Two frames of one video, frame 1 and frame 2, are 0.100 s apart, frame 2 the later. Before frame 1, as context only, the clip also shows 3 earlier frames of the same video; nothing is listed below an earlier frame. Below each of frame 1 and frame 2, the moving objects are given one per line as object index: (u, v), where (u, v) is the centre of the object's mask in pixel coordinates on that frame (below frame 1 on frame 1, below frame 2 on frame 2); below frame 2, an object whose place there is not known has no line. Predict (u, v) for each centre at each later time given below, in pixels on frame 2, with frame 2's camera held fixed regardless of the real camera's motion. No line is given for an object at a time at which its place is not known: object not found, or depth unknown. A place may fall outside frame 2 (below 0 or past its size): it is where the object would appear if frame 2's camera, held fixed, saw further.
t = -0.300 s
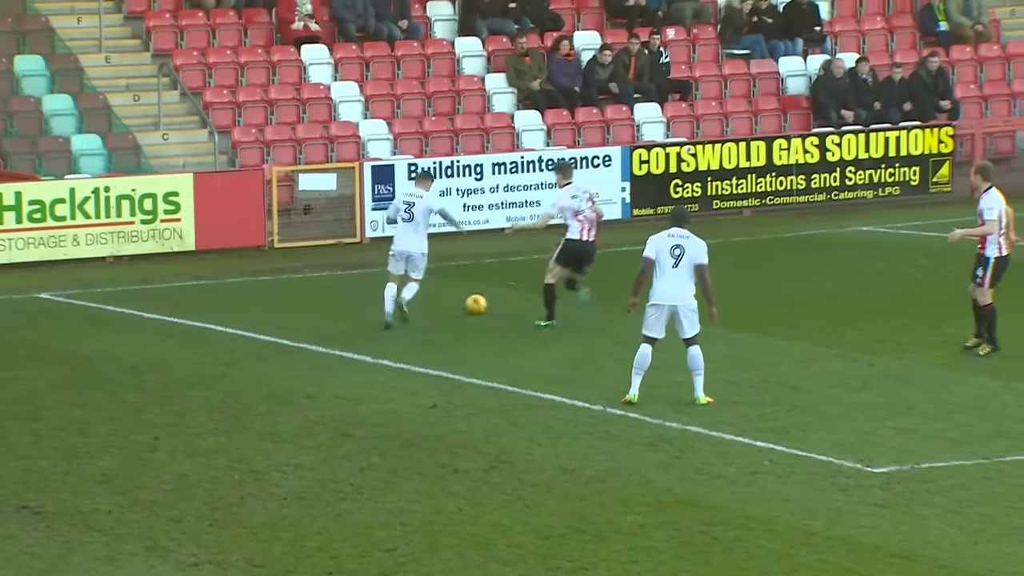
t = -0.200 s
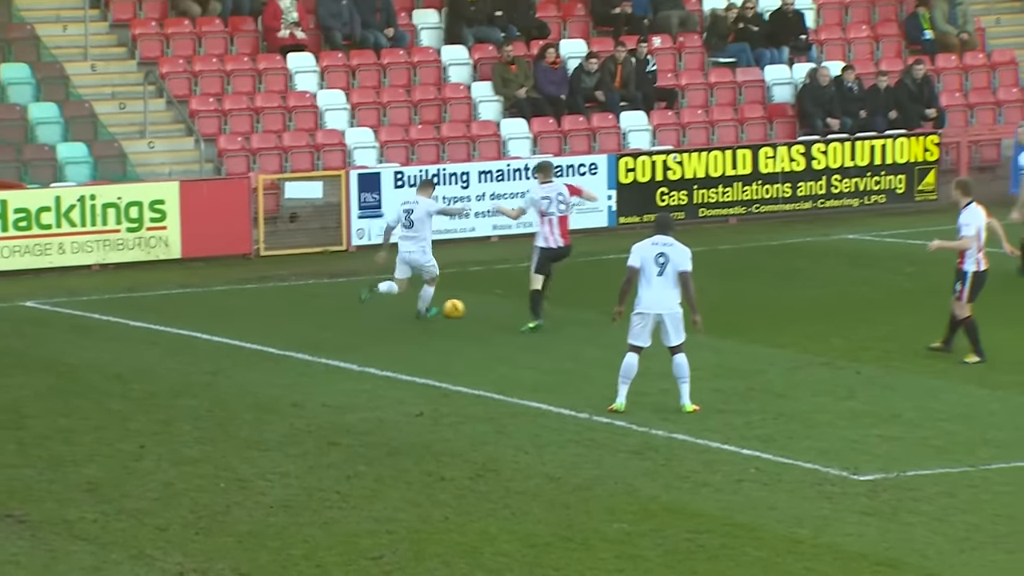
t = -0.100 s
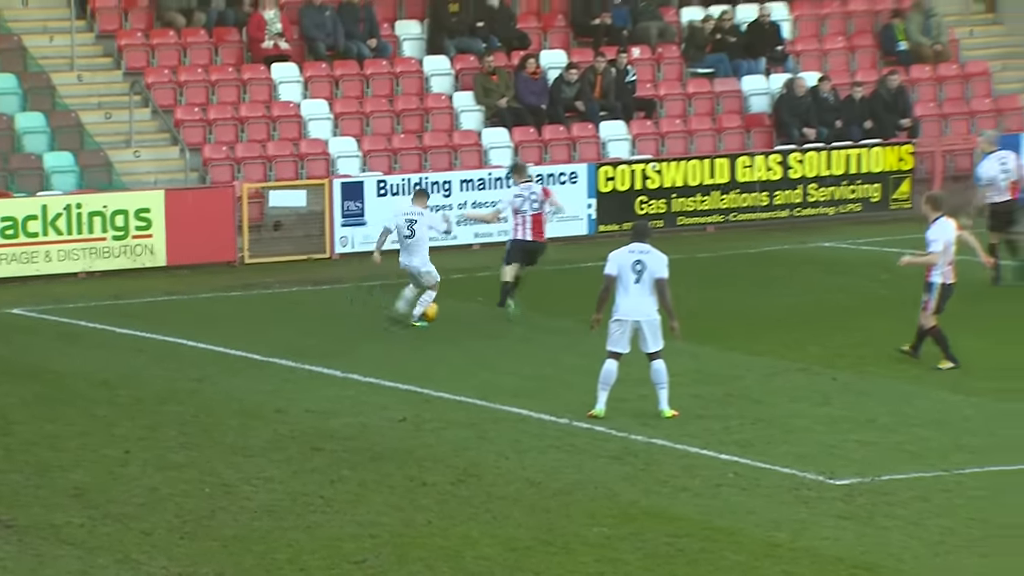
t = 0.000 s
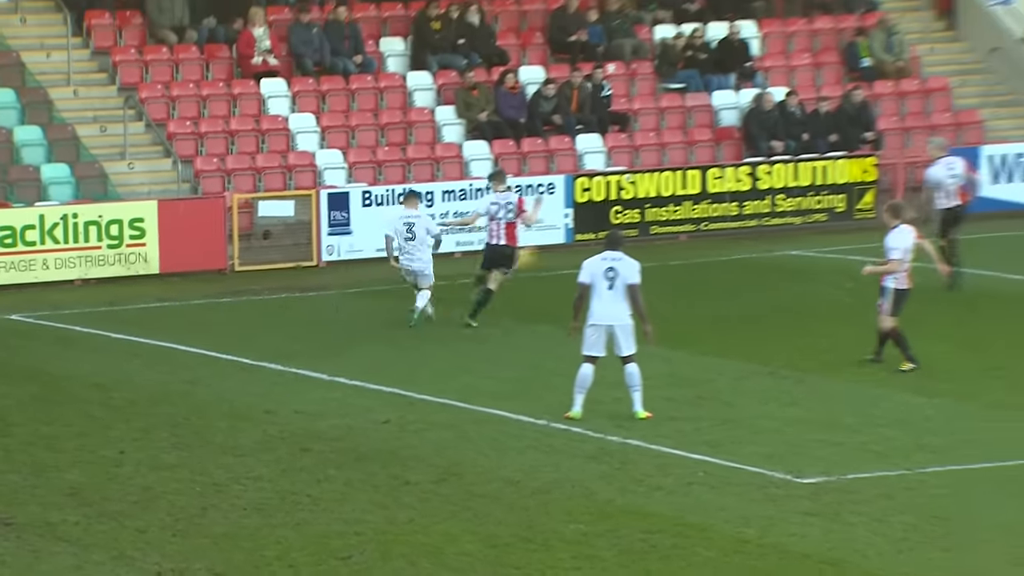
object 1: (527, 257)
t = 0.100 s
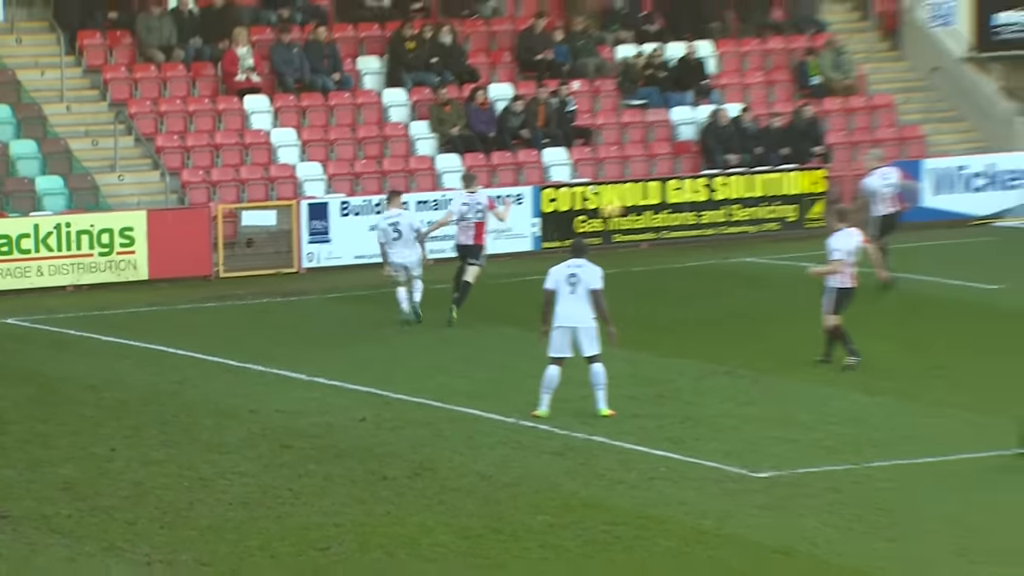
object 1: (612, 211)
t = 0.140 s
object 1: (652, 193)
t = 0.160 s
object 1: (675, 182)
